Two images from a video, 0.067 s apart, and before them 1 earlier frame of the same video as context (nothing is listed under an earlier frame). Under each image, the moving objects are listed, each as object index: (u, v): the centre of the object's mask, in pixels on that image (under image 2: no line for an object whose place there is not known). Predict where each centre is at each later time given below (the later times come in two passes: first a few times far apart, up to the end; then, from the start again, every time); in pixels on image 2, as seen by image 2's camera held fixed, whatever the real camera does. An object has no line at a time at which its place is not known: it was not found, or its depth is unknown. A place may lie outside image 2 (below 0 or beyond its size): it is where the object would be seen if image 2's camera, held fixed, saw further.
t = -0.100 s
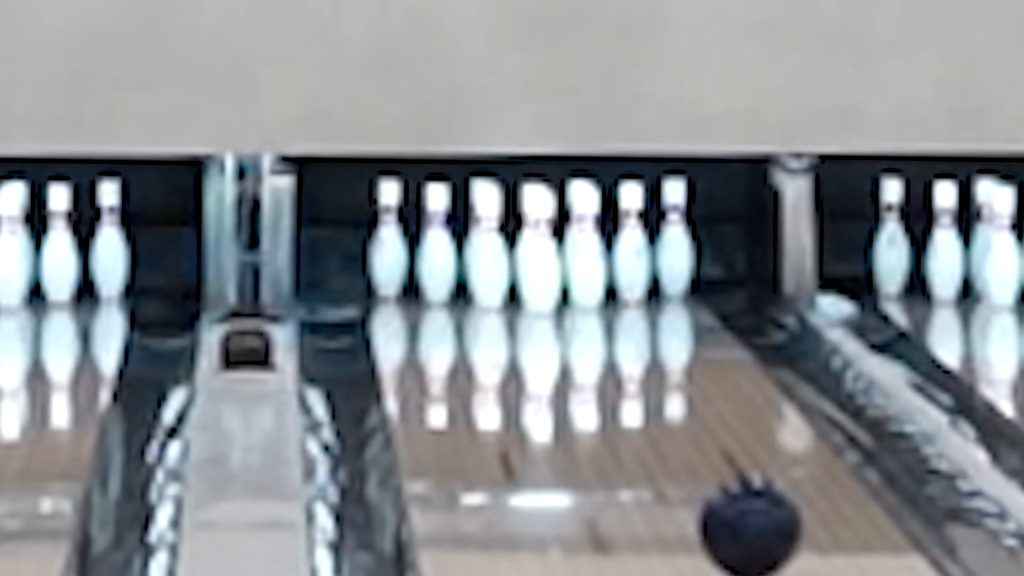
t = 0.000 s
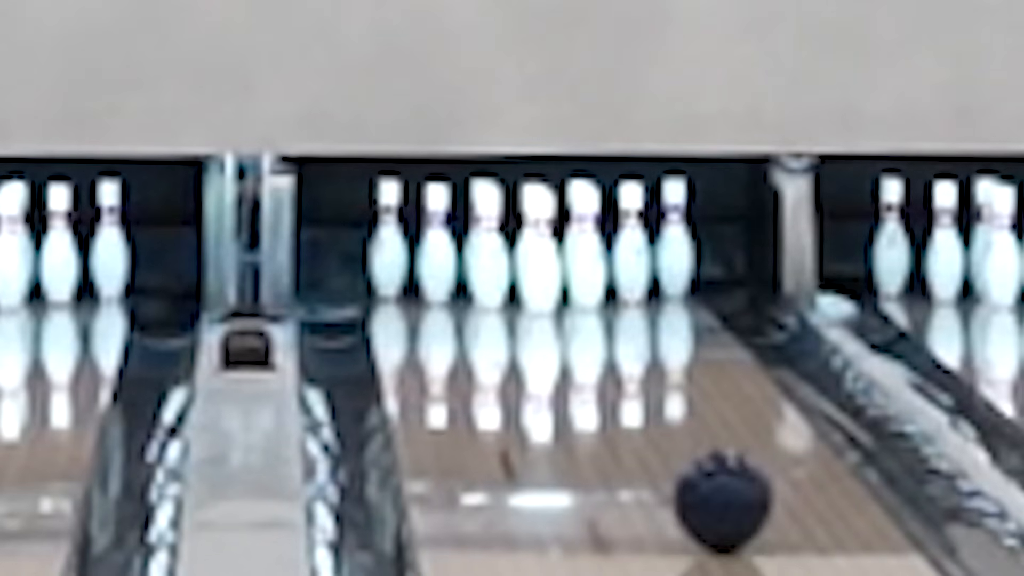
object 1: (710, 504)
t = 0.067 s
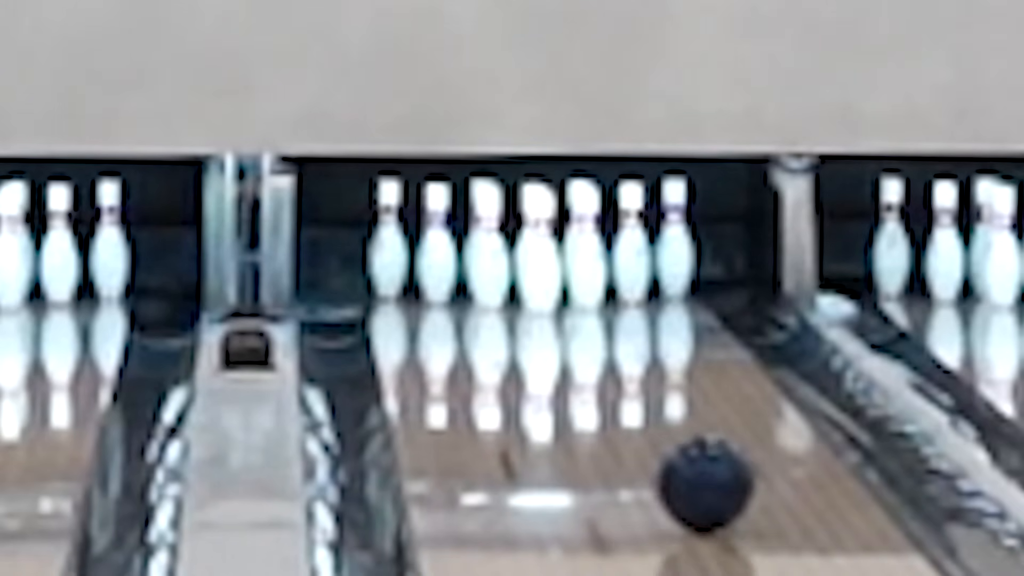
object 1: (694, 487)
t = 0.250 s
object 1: (658, 443)
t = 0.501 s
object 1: (609, 392)
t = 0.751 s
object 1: (562, 350)
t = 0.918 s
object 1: (533, 324)
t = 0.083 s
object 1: (690, 483)
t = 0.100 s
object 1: (685, 479)
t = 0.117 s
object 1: (680, 475)
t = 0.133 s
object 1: (677, 472)
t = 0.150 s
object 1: (681, 465)
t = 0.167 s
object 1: (669, 462)
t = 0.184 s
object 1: (666, 458)
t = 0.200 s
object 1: (661, 455)
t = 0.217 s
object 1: (666, 450)
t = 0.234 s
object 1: (662, 446)
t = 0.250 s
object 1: (658, 443)
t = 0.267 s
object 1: (655, 440)
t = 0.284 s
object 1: (651, 437)
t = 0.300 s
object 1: (648, 433)
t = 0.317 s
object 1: (645, 429)
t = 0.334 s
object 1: (642, 425)
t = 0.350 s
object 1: (639, 422)
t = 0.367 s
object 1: (635, 419)
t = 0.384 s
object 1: (632, 416)
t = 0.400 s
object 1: (628, 412)
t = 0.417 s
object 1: (626, 408)
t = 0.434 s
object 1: (622, 404)
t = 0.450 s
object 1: (620, 401)
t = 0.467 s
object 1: (617, 398)
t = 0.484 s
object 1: (613, 395)
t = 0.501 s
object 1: (609, 392)
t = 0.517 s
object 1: (606, 389)
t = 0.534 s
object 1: (602, 386)
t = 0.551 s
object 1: (599, 383)
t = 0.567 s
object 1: (596, 380)
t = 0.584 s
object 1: (593, 377)
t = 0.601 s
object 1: (590, 374)
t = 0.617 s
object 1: (587, 371)
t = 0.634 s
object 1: (584, 368)
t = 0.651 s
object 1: (581, 365)
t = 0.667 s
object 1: (579, 363)
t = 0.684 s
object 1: (575, 360)
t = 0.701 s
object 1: (573, 357)
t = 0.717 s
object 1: (570, 355)
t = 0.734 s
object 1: (566, 352)
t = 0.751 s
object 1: (562, 350)
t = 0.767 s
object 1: (559, 347)
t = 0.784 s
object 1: (557, 345)
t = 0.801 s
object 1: (552, 342)
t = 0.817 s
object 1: (549, 339)
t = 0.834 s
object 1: (546, 337)
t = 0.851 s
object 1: (544, 334)
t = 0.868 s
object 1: (540, 331)
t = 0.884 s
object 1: (538, 328)
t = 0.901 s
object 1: (535, 327)
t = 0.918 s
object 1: (533, 324)
